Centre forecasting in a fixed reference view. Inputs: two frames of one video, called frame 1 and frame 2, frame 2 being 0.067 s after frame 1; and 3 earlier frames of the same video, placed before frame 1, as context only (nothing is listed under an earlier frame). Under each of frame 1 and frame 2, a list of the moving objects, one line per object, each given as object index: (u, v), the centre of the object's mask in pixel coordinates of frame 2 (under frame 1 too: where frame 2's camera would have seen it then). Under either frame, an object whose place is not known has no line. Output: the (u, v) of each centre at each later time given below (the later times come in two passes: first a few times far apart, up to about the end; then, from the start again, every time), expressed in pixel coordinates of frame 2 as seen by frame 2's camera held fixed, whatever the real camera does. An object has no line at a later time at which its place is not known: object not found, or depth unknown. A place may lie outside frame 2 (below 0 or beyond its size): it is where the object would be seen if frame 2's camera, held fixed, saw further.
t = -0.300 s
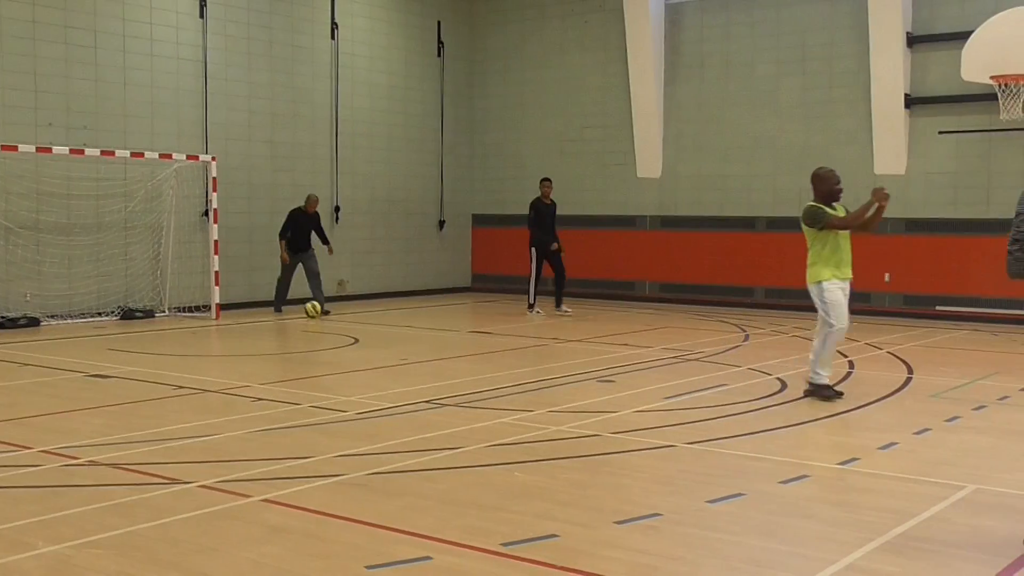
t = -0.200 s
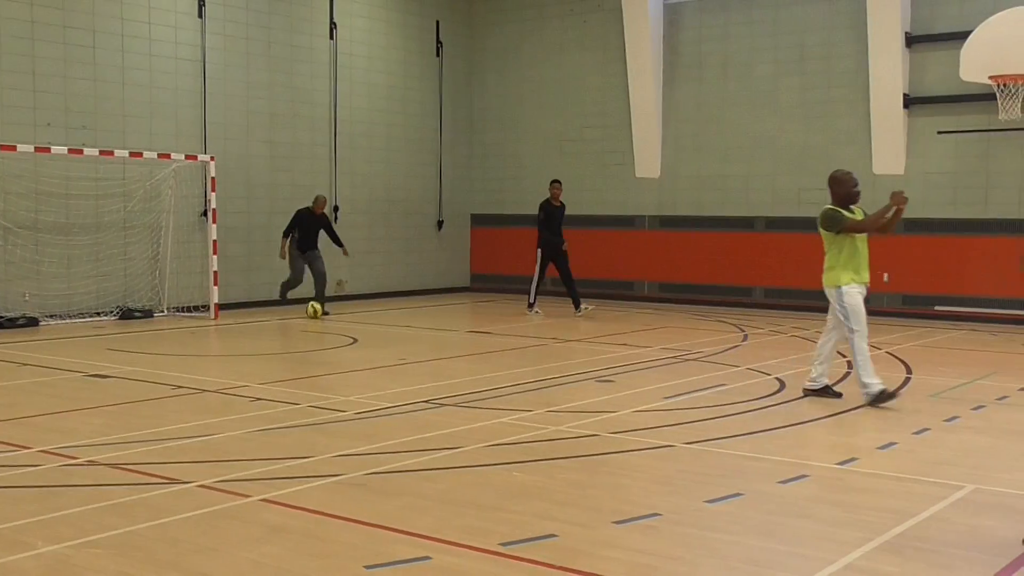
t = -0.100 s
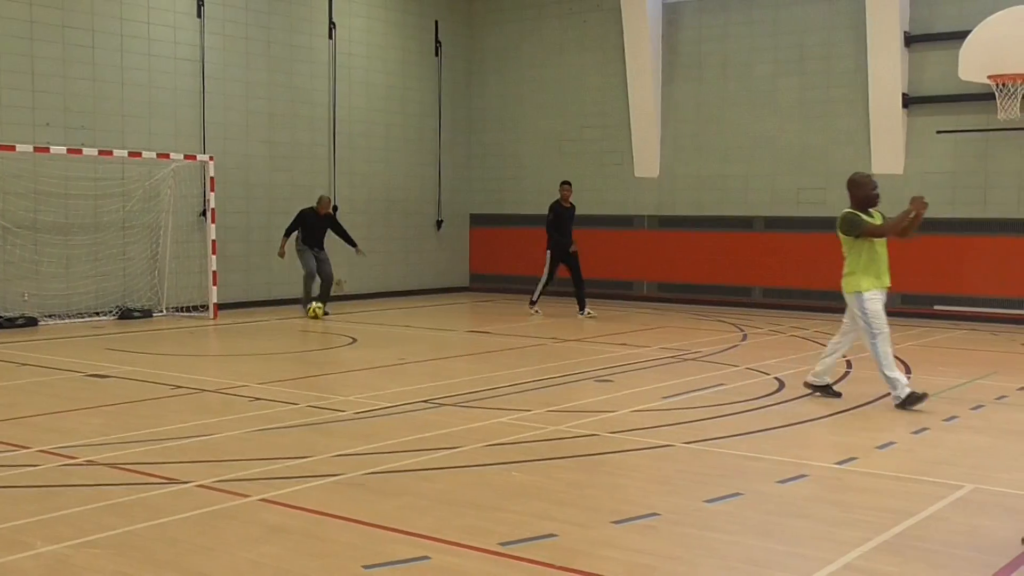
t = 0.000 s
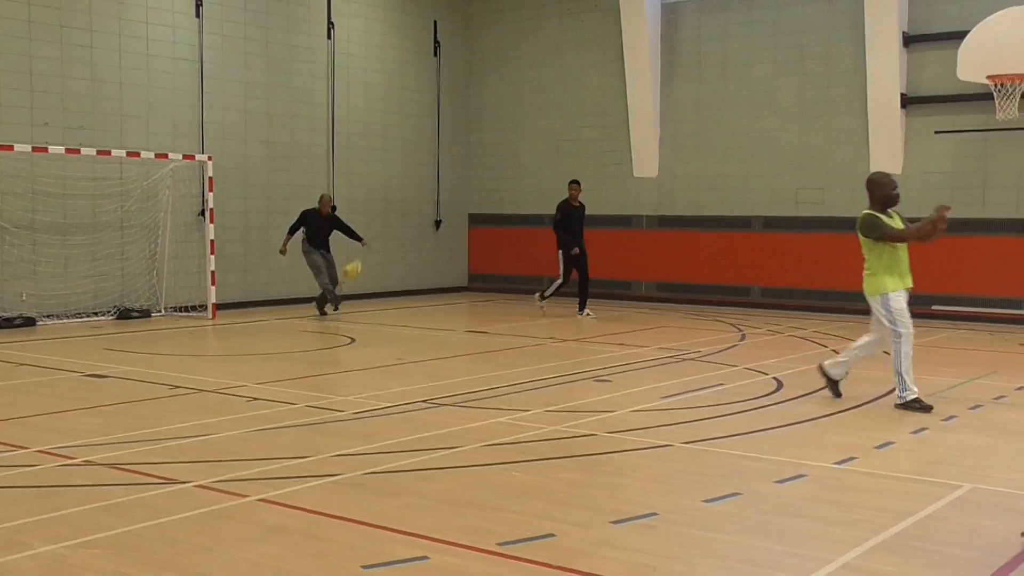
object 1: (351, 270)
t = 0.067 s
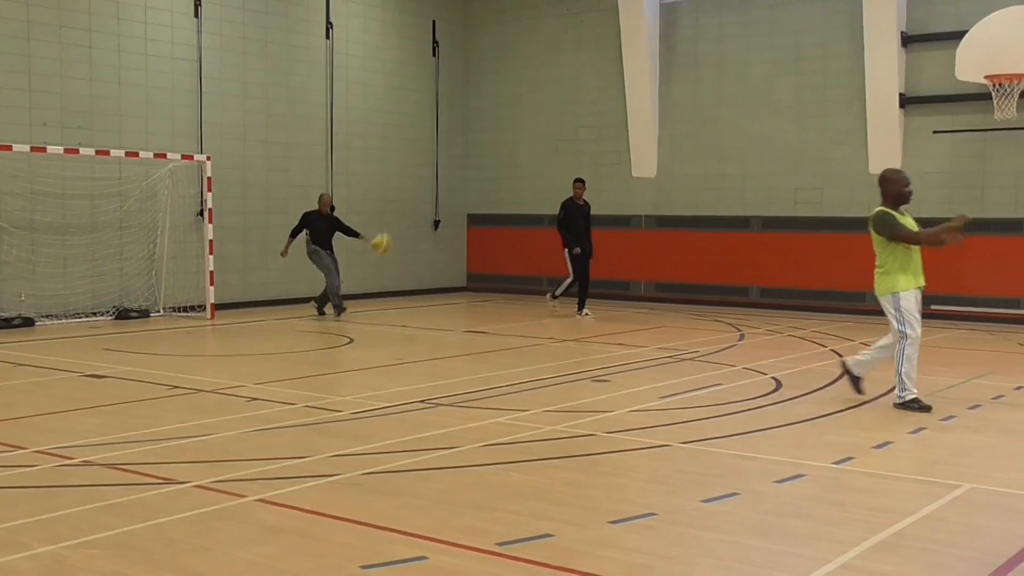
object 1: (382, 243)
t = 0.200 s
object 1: (445, 189)
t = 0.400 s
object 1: (566, 106)
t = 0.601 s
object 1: (738, 35)
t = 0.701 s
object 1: (860, 10)
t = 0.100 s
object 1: (396, 228)
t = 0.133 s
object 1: (412, 216)
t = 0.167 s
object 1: (428, 201)
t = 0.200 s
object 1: (445, 189)
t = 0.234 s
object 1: (462, 174)
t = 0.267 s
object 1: (481, 160)
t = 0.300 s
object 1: (500, 147)
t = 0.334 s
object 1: (520, 134)
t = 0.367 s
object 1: (542, 121)
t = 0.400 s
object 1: (566, 106)
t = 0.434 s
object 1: (590, 95)
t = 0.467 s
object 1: (614, 84)
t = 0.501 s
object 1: (642, 71)
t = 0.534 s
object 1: (673, 59)
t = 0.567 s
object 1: (704, 47)
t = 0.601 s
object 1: (738, 35)
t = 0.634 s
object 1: (776, 25)
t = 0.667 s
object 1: (818, 15)
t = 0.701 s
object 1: (860, 10)
